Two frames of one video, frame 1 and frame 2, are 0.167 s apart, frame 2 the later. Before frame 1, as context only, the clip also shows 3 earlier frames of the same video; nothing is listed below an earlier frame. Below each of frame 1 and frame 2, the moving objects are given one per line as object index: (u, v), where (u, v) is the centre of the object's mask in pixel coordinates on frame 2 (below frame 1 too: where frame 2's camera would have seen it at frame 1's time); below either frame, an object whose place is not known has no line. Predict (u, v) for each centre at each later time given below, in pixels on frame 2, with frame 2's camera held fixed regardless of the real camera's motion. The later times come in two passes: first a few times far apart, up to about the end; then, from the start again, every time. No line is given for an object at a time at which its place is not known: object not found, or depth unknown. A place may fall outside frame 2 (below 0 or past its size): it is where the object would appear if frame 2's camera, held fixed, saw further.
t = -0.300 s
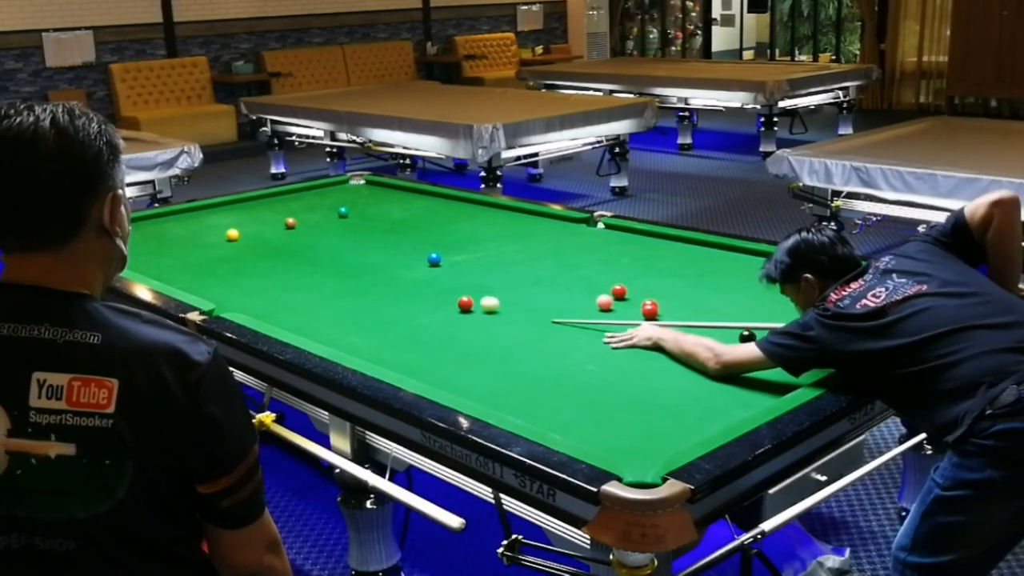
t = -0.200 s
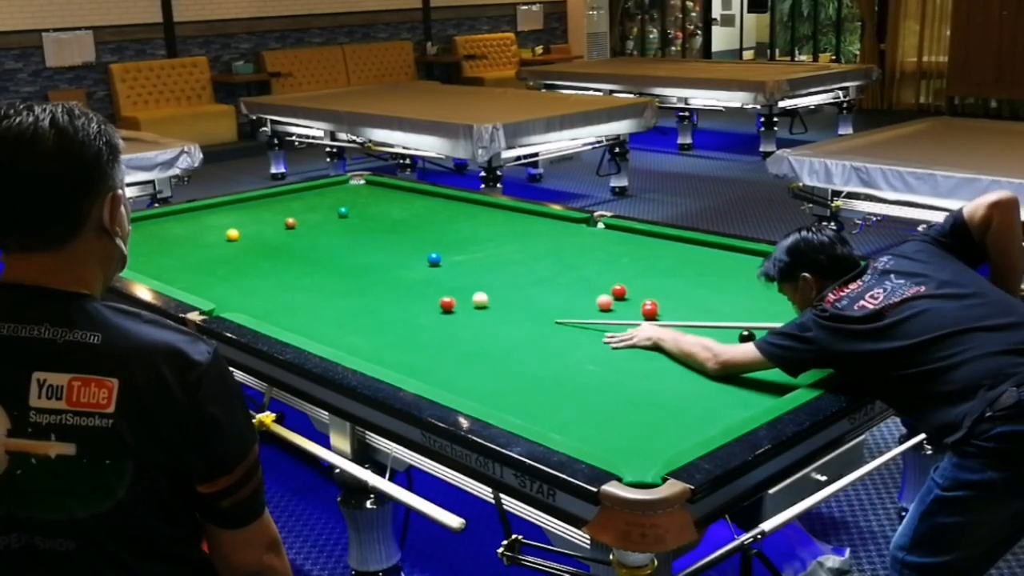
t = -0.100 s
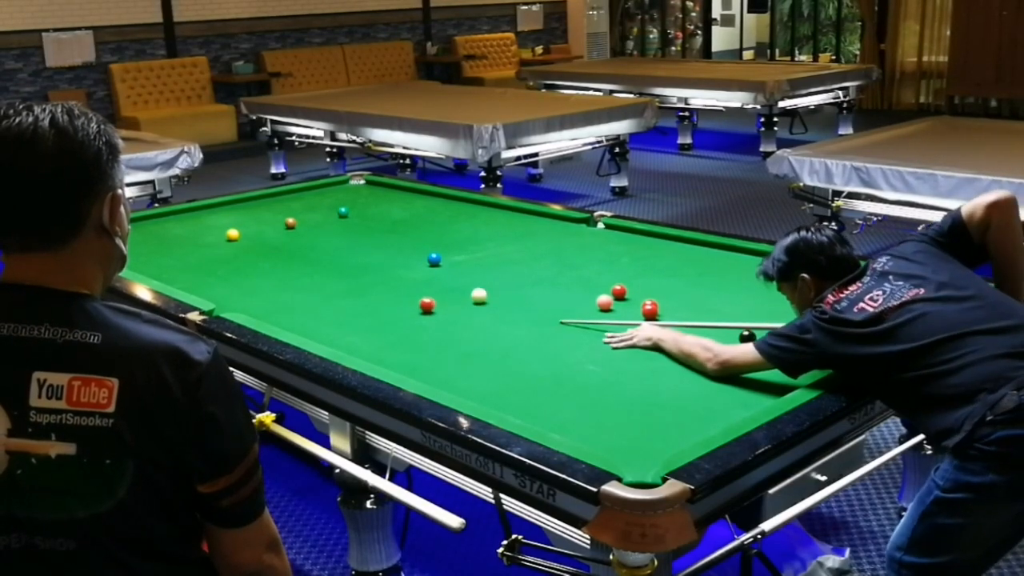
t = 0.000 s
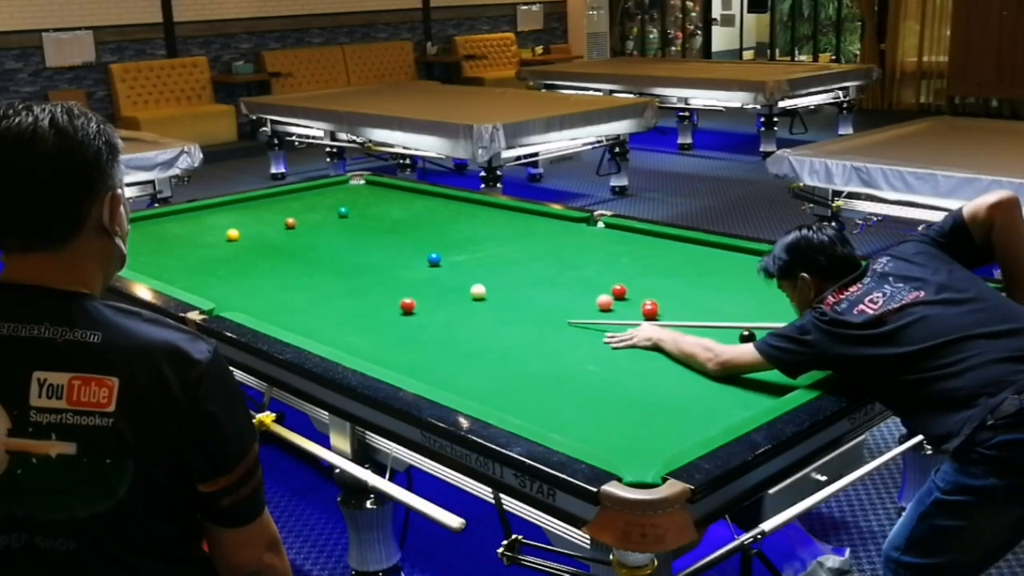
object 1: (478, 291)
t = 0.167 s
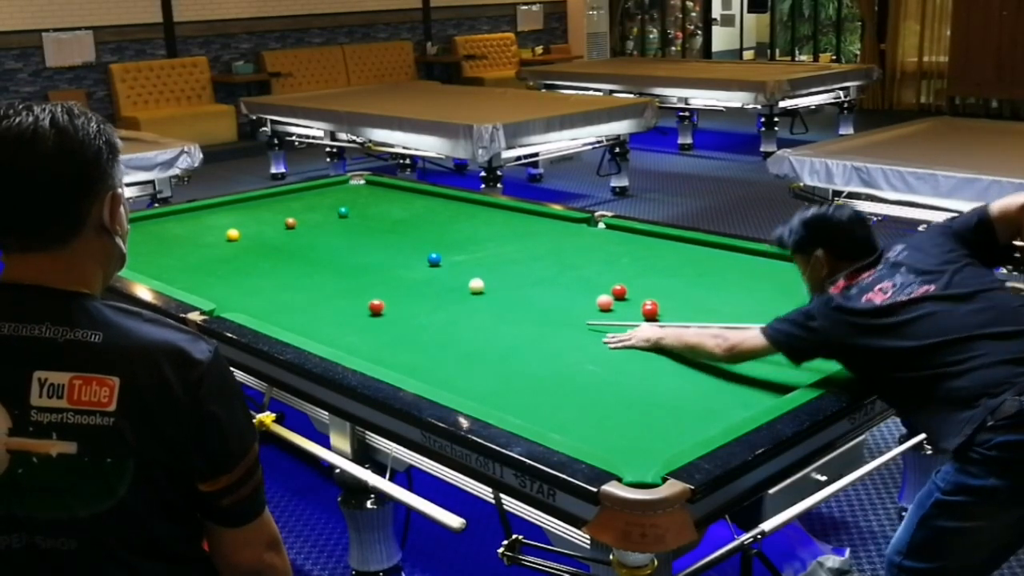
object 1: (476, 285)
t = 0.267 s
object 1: (475, 282)
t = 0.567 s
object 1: (472, 273)
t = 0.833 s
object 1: (470, 266)
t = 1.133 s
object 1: (467, 258)
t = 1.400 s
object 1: (466, 253)
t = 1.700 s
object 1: (464, 247)
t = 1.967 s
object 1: (462, 243)
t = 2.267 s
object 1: (461, 238)
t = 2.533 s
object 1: (460, 235)
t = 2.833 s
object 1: (460, 232)
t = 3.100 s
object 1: (459, 229)
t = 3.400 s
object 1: (459, 226)
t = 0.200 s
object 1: (476, 284)
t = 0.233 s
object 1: (475, 283)
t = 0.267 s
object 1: (475, 282)
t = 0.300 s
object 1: (475, 281)
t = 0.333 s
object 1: (474, 280)
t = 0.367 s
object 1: (474, 279)
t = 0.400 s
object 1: (474, 278)
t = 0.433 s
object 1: (473, 277)
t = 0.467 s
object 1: (473, 276)
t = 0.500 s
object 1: (473, 275)
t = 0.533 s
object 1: (472, 274)
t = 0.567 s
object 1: (472, 273)
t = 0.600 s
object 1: (472, 272)
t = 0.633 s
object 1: (472, 271)
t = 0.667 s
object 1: (471, 270)
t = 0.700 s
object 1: (471, 269)
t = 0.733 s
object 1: (471, 268)
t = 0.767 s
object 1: (470, 267)
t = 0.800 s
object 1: (470, 266)
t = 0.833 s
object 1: (470, 266)
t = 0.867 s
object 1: (470, 265)
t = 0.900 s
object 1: (469, 264)
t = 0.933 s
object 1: (469, 263)
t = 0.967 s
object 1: (469, 262)
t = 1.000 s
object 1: (468, 261)
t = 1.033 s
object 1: (468, 260)
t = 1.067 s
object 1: (468, 260)
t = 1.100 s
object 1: (467, 259)
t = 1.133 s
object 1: (467, 258)
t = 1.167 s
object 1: (467, 257)
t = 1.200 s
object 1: (467, 257)
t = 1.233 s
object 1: (467, 256)
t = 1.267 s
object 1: (467, 255)
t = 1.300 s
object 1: (466, 255)
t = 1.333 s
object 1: (466, 254)
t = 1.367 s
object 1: (466, 253)
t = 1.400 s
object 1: (466, 253)
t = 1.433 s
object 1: (466, 252)
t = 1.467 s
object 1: (465, 251)
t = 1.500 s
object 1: (465, 251)
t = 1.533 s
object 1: (465, 250)
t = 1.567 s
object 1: (465, 249)
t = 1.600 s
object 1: (465, 249)
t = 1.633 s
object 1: (464, 248)
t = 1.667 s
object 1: (464, 248)
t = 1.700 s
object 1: (464, 247)
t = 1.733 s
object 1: (464, 246)
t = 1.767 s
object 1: (463, 246)
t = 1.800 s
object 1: (463, 245)
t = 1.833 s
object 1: (463, 245)
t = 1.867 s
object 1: (463, 244)
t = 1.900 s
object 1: (463, 244)
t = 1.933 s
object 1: (463, 243)
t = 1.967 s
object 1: (462, 243)
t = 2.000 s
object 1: (462, 242)
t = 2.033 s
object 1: (462, 242)
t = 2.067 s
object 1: (462, 241)
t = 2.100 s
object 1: (462, 241)
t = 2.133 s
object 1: (462, 240)
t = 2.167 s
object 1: (461, 239)
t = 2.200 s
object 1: (461, 239)
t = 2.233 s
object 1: (461, 238)
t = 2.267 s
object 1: (461, 238)
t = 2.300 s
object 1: (461, 238)
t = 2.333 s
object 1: (461, 237)
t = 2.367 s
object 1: (461, 237)
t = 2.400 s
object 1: (461, 237)
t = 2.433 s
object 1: (460, 236)
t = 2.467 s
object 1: (460, 236)
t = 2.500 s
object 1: (460, 235)
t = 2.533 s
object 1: (460, 235)
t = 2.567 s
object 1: (460, 234)
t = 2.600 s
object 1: (460, 234)
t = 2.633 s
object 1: (460, 233)
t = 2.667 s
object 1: (460, 233)
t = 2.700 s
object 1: (460, 233)
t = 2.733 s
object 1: (460, 232)
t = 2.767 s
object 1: (460, 232)
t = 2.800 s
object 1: (460, 232)
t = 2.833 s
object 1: (460, 232)
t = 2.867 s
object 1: (460, 231)
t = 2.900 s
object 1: (460, 231)
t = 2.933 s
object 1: (460, 231)
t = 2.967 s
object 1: (460, 231)
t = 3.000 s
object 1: (459, 230)
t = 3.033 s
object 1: (459, 229)
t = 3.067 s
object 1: (459, 229)
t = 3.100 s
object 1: (459, 229)
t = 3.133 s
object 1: (459, 229)
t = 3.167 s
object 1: (459, 228)
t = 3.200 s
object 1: (459, 228)
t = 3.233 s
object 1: (459, 228)
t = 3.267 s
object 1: (459, 228)
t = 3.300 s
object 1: (459, 227)
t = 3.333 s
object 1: (459, 227)
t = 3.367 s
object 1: (459, 227)
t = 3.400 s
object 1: (459, 226)
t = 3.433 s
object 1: (459, 227)
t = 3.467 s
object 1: (459, 227)
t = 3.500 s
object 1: (459, 226)
